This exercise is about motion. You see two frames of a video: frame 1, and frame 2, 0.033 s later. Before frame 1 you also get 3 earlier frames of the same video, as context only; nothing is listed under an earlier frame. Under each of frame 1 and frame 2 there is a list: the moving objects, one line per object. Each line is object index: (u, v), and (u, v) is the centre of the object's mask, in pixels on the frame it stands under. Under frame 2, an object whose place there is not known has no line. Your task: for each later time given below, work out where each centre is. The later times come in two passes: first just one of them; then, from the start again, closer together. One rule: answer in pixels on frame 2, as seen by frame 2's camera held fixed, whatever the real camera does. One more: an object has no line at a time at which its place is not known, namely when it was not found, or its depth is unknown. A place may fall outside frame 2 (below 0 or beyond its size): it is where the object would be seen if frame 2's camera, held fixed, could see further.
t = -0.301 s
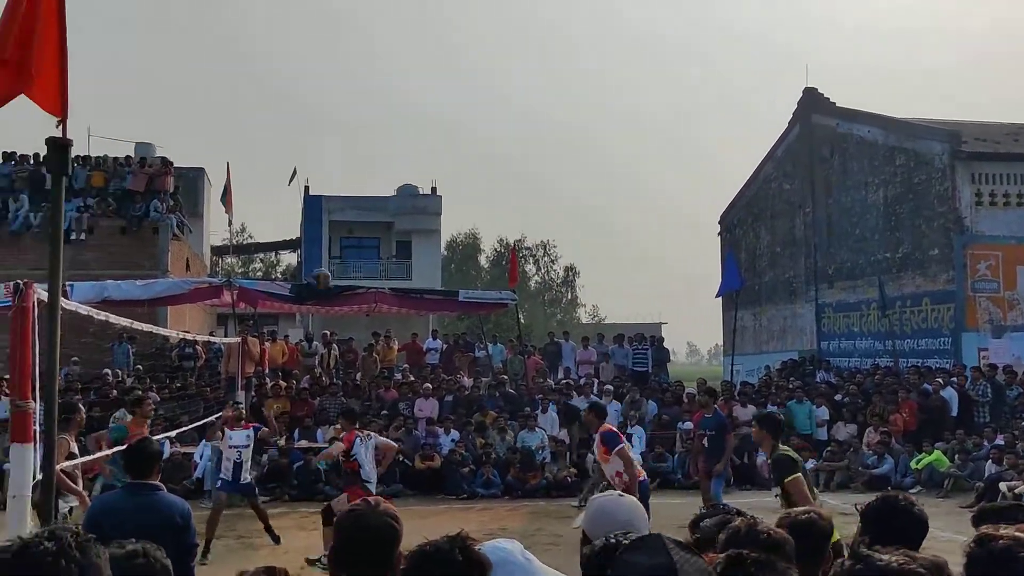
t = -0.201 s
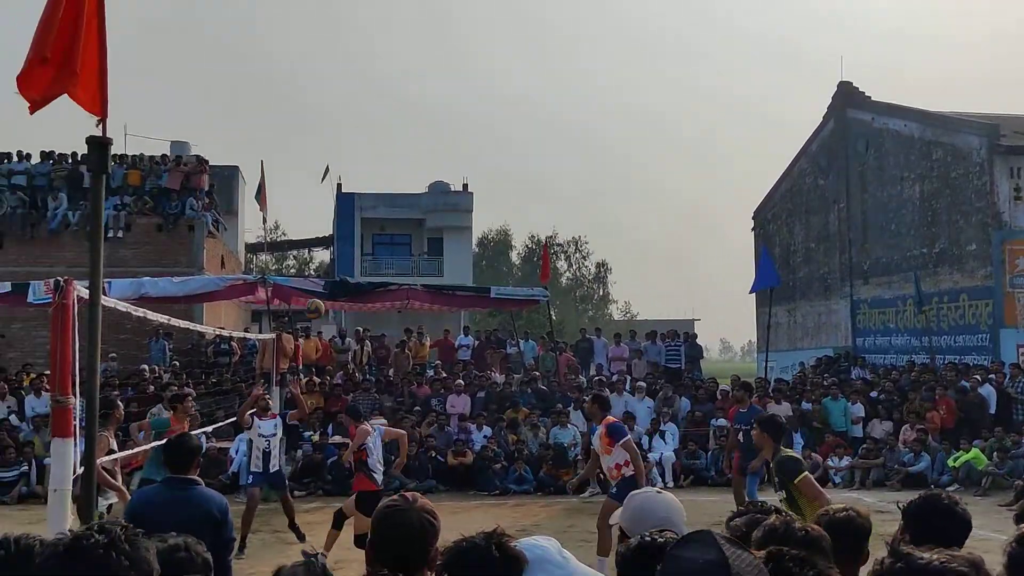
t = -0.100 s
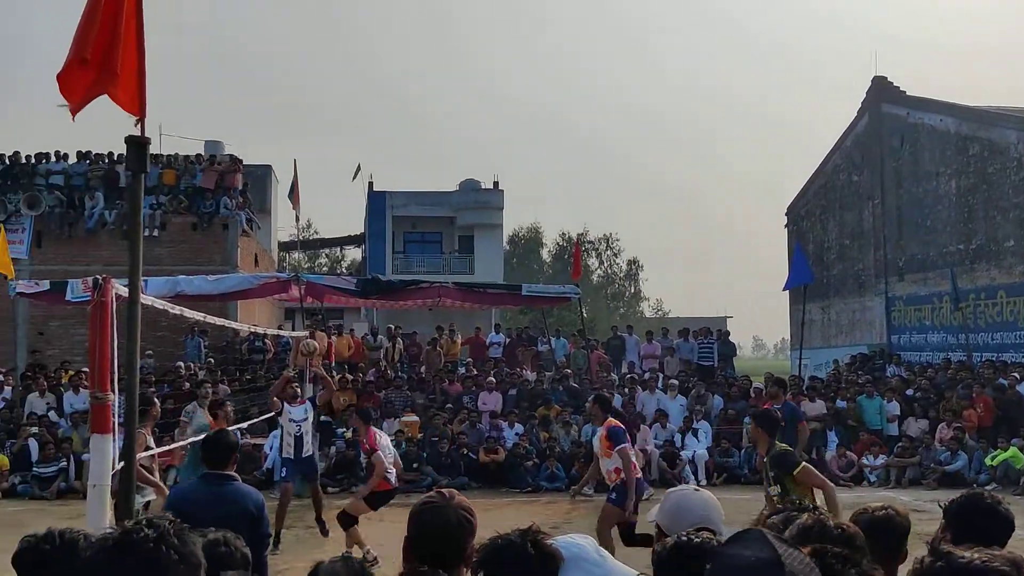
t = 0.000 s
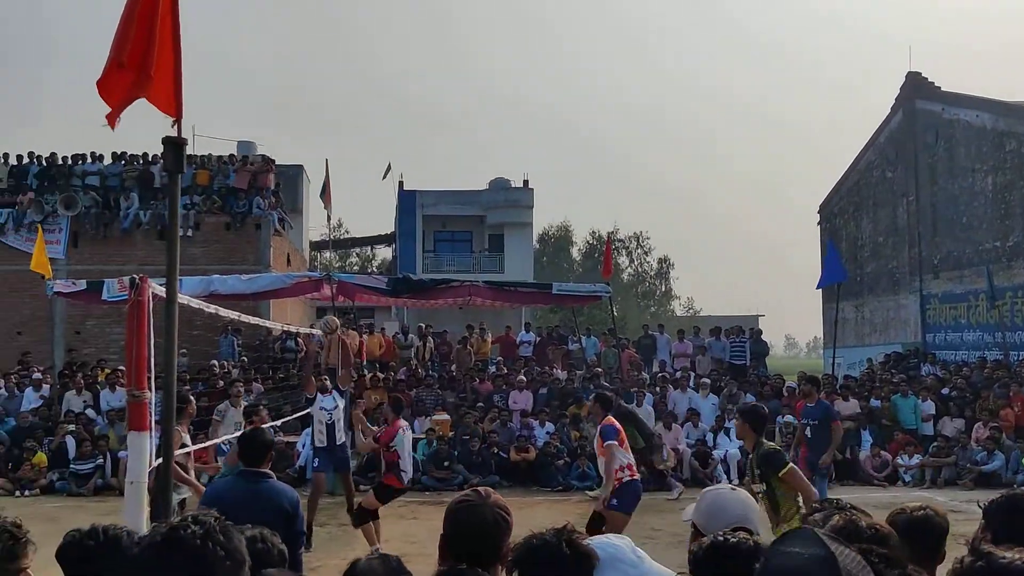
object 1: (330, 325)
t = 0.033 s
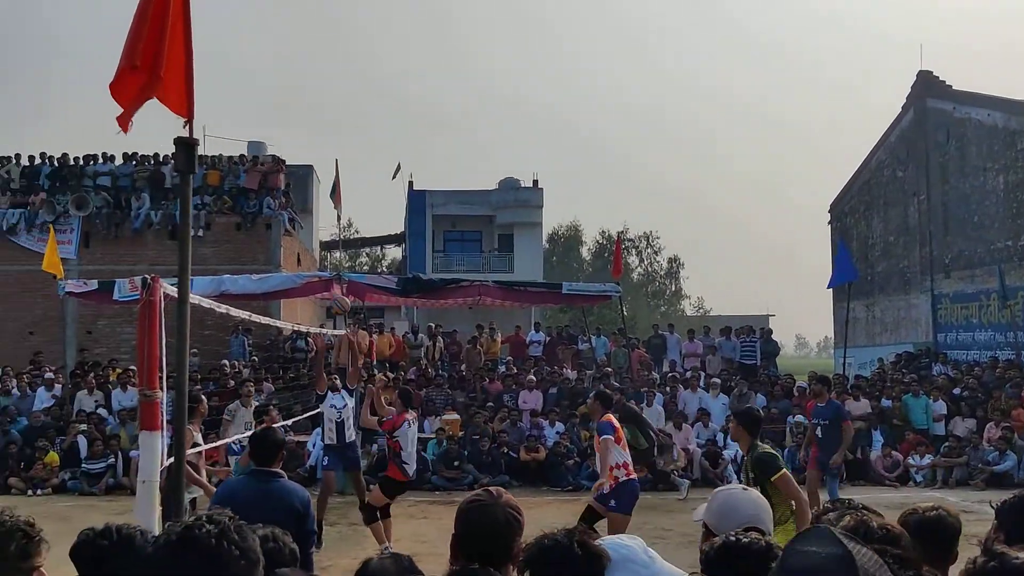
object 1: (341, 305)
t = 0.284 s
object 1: (347, 179)
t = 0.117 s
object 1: (344, 259)
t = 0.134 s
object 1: (345, 250)
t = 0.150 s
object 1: (345, 241)
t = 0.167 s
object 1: (346, 232)
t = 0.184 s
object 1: (345, 225)
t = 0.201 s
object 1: (345, 217)
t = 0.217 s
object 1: (345, 209)
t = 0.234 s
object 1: (346, 202)
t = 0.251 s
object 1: (347, 194)
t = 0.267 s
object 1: (347, 187)
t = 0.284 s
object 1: (347, 179)
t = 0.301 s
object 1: (347, 172)
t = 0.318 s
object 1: (347, 166)
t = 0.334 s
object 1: (347, 159)
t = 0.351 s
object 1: (347, 153)
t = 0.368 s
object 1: (348, 147)
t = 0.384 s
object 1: (348, 141)
